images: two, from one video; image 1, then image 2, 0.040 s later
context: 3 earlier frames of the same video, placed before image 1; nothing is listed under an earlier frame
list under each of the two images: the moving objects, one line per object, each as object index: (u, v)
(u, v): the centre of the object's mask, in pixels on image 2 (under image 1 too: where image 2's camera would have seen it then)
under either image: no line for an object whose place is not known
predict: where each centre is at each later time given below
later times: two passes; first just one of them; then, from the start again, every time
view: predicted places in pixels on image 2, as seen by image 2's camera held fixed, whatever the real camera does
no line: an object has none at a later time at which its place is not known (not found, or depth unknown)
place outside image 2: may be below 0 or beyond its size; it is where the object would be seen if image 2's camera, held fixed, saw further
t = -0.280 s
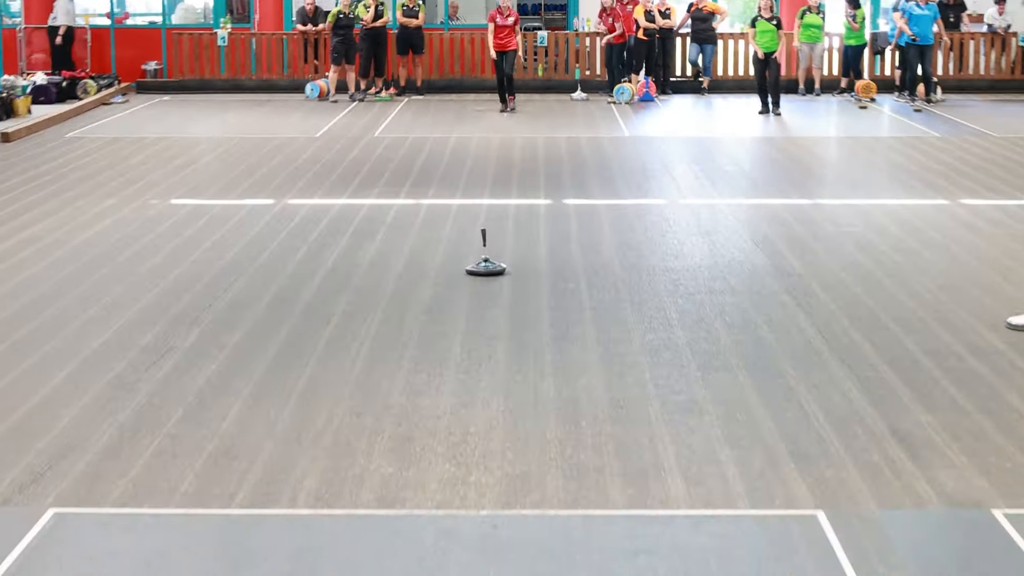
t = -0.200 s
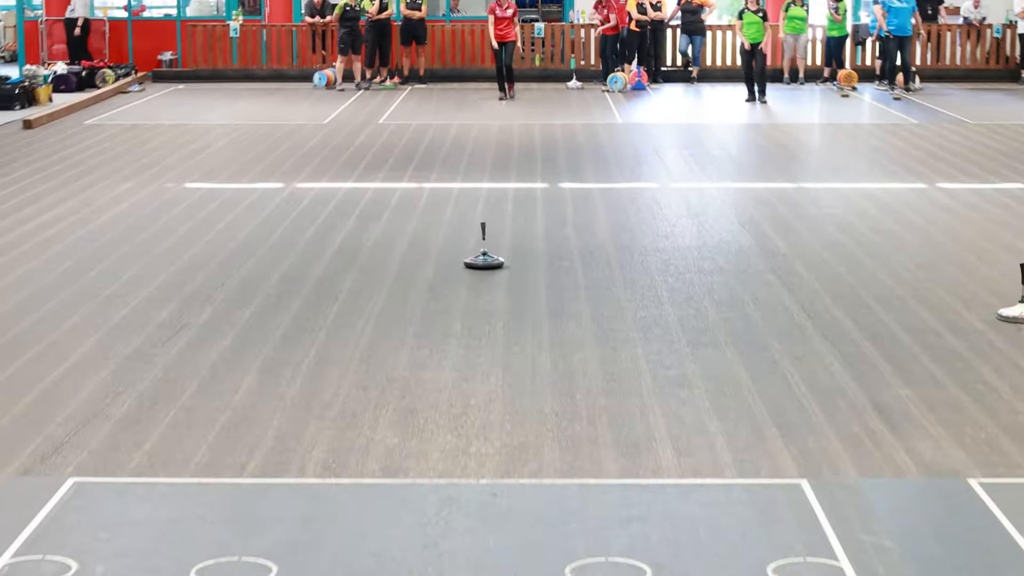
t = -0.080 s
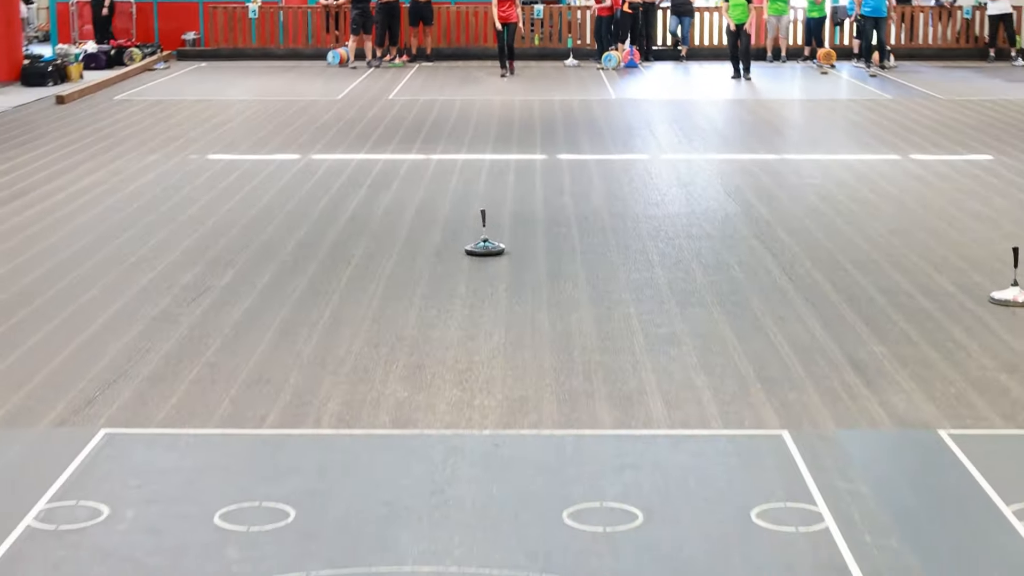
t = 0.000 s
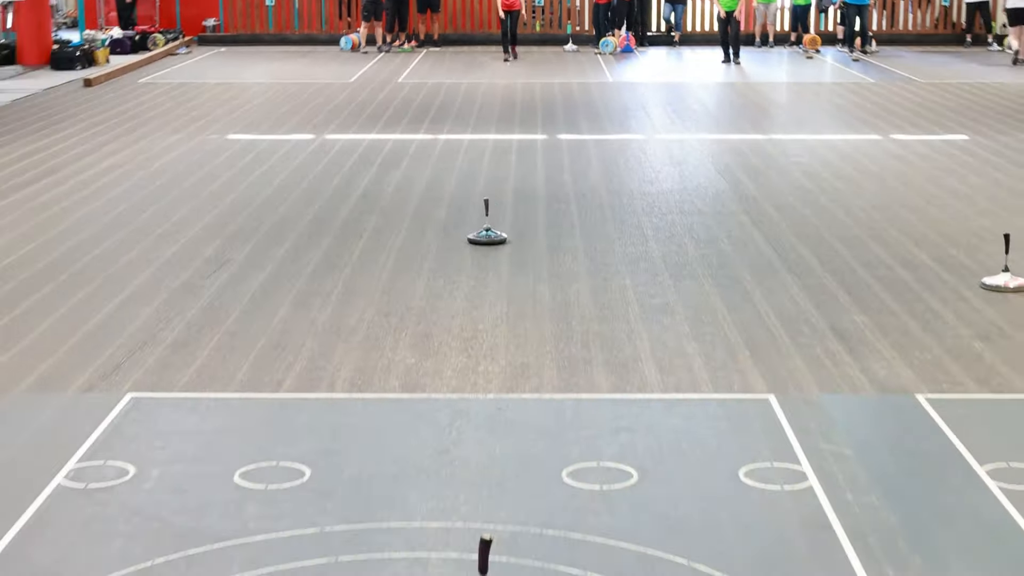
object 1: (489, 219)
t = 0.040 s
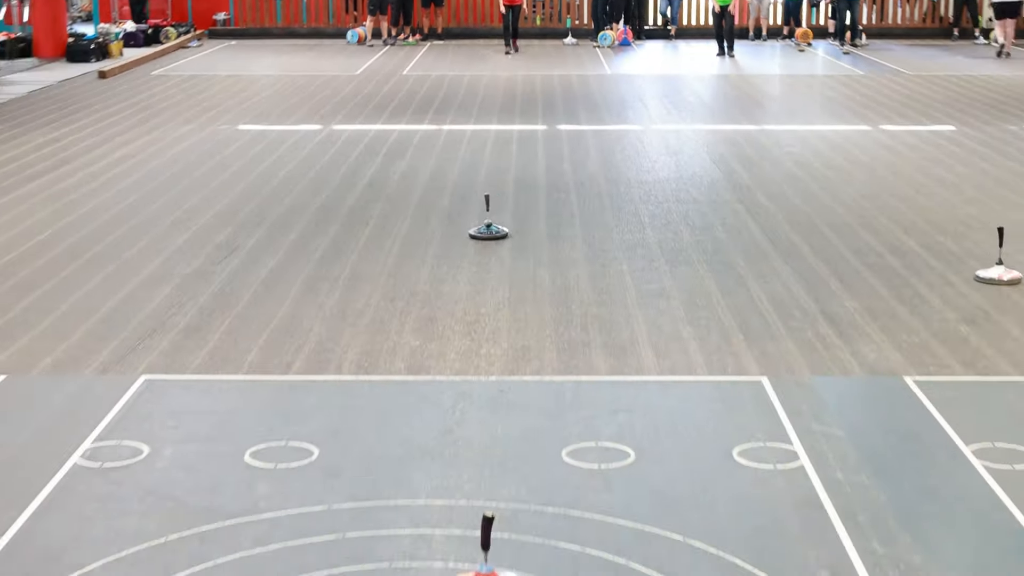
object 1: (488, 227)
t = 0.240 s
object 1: (483, 269)
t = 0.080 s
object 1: (487, 235)
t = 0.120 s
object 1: (486, 243)
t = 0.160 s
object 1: (485, 251)
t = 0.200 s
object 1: (484, 260)
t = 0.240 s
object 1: (483, 269)
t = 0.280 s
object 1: (481, 277)
